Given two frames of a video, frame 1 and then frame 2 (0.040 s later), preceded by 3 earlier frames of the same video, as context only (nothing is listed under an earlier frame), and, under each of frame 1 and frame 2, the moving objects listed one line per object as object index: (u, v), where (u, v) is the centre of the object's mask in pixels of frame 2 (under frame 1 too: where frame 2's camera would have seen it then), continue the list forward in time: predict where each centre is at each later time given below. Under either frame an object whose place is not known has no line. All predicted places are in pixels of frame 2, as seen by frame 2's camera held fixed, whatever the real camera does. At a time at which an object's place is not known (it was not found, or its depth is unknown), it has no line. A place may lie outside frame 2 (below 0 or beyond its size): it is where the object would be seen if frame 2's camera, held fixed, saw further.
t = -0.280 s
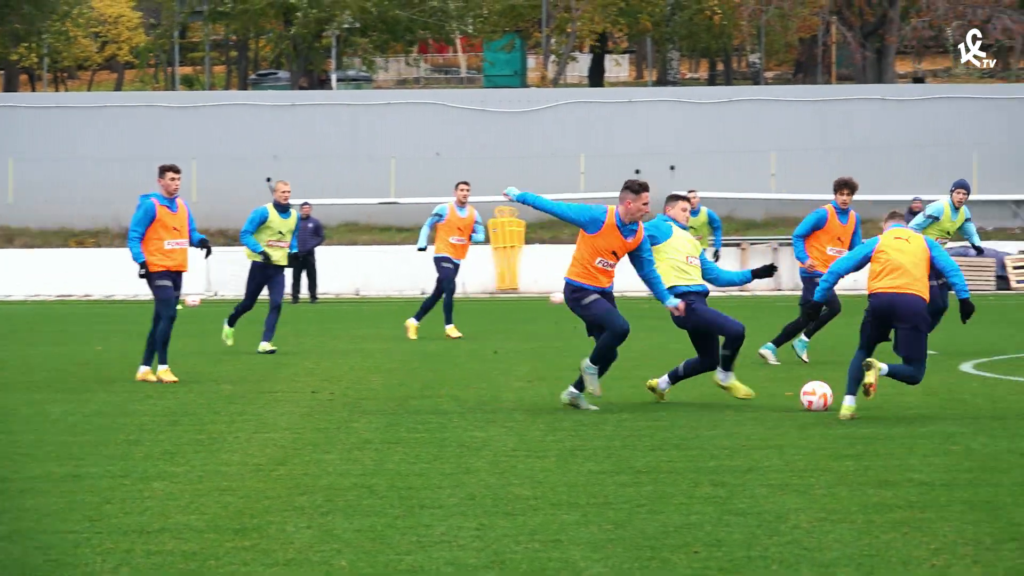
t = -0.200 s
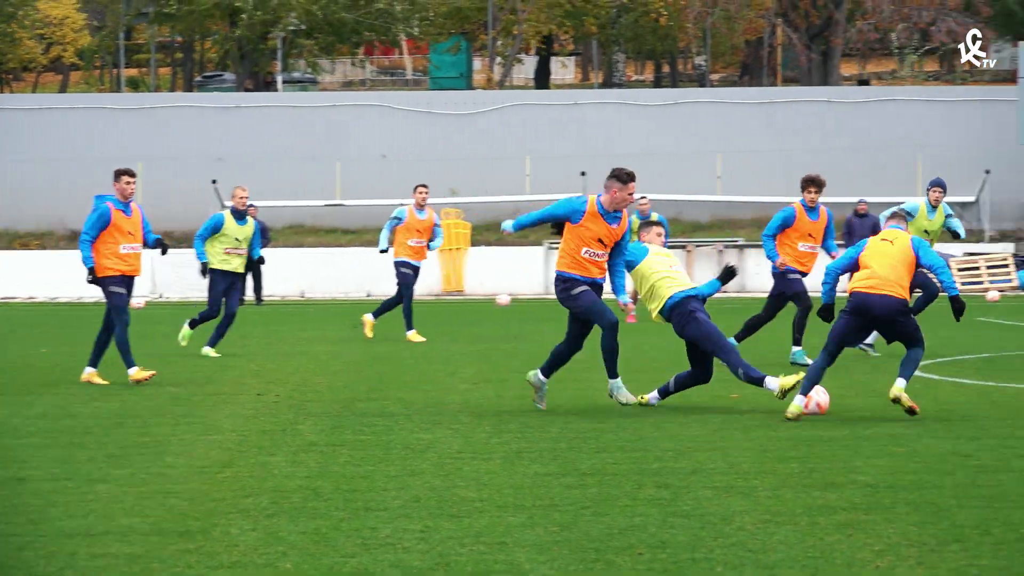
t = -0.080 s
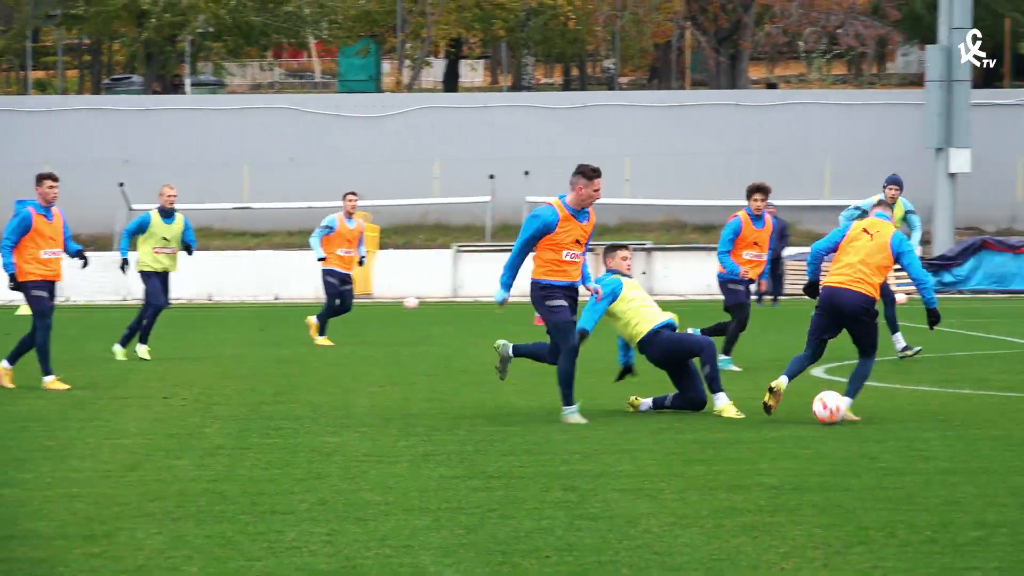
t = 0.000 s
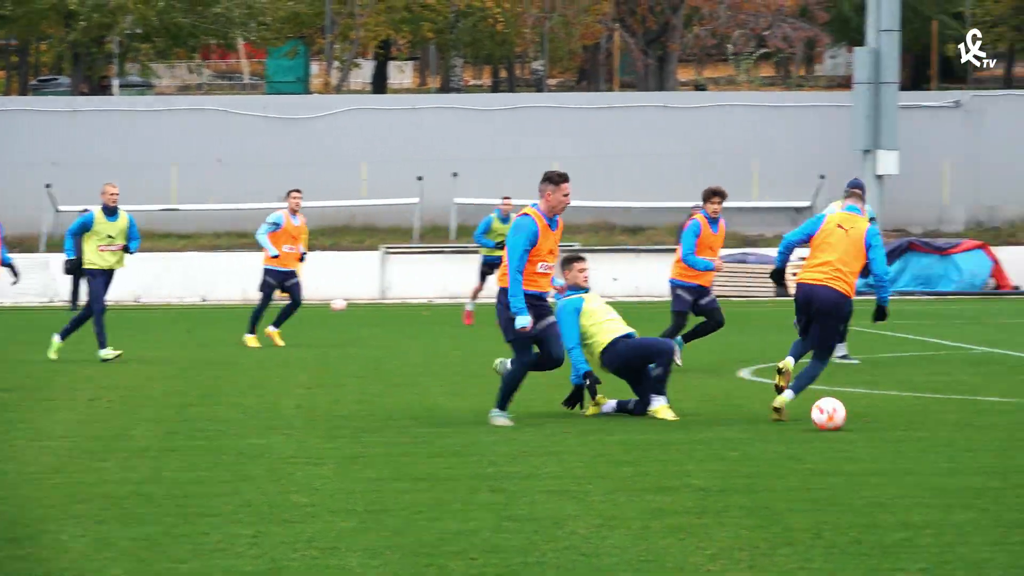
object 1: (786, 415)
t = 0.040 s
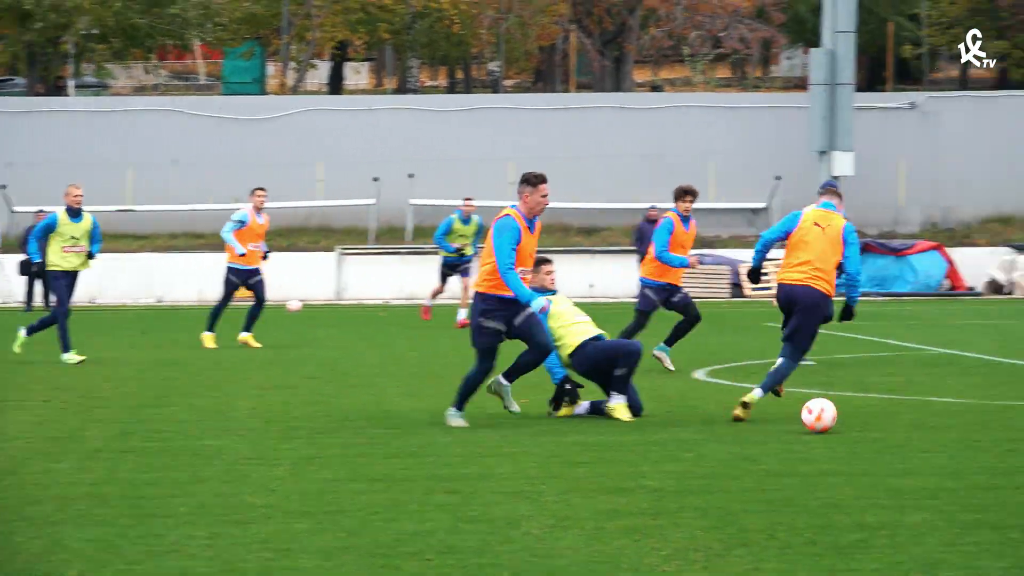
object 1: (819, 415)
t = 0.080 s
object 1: (853, 416)
